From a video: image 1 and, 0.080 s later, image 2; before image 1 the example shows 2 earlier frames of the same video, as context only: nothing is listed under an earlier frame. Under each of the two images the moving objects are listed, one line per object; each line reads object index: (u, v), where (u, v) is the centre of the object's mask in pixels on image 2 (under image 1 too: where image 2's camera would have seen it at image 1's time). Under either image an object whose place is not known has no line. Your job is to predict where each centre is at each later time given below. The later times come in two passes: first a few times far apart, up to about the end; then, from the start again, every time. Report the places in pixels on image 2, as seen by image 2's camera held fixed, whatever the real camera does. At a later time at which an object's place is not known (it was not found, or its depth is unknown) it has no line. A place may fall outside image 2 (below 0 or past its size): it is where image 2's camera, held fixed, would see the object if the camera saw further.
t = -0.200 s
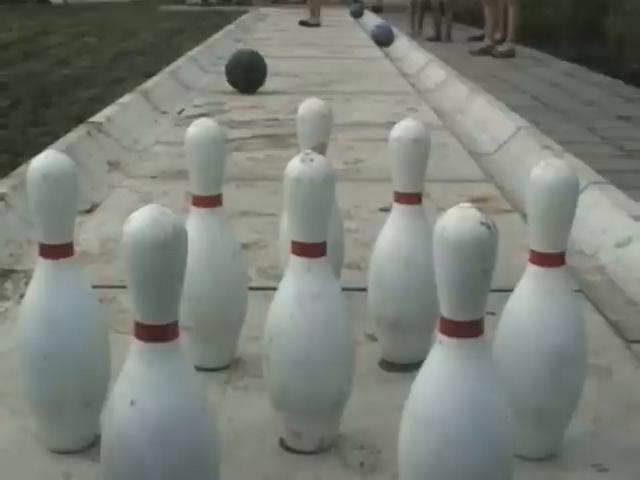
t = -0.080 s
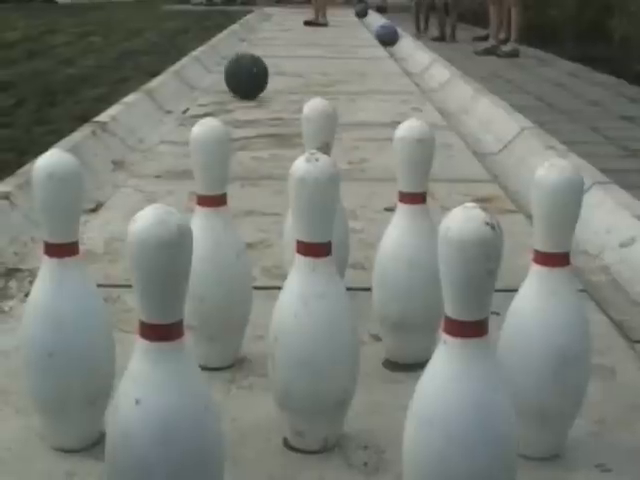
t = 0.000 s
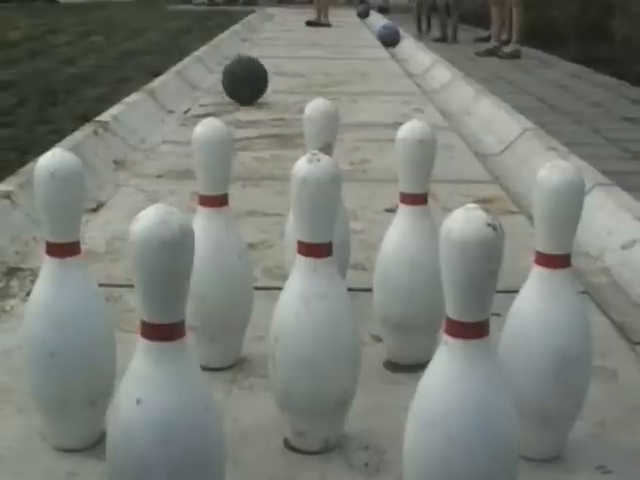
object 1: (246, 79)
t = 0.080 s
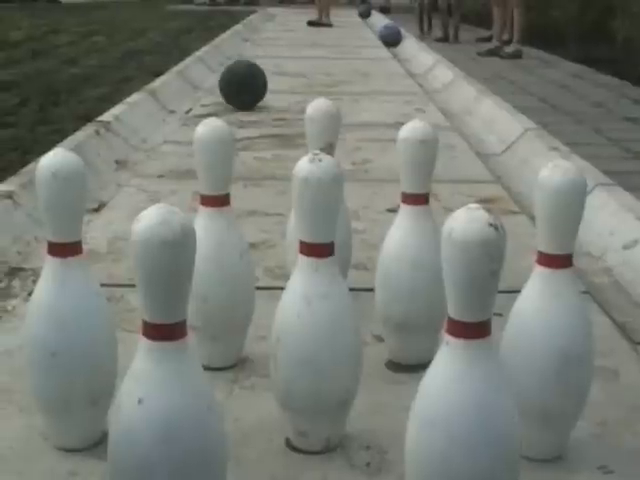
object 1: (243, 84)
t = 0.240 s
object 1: (235, 94)
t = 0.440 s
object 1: (225, 103)
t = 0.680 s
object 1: (202, 122)
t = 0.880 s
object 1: (177, 156)
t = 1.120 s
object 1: (152, 185)
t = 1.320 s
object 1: (115, 243)
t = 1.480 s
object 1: (117, 290)
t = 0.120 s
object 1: (241, 86)
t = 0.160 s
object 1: (239, 89)
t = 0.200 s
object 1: (237, 91)
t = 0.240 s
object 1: (235, 94)
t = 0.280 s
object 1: (233, 96)
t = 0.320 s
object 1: (231, 97)
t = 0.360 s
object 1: (230, 99)
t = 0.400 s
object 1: (228, 101)
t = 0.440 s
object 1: (225, 103)
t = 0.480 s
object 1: (223, 105)
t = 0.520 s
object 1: (220, 107)
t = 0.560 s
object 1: (217, 109)
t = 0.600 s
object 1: (212, 112)
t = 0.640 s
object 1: (207, 116)
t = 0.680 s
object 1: (202, 122)
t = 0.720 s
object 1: (196, 128)
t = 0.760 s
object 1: (188, 135)
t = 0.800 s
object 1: (183, 142)
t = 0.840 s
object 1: (180, 150)
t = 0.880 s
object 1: (177, 156)
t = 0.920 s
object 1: (174, 163)
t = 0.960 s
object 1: (170, 168)
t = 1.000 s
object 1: (166, 171)
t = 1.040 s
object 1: (163, 175)
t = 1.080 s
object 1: (158, 179)
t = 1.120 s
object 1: (152, 185)
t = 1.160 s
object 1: (144, 194)
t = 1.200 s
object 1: (132, 205)
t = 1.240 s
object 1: (124, 216)
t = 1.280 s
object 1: (117, 232)
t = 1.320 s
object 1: (115, 243)
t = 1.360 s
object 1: (115, 256)
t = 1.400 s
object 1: (115, 267)
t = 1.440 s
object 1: (115, 274)
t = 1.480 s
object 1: (117, 290)
